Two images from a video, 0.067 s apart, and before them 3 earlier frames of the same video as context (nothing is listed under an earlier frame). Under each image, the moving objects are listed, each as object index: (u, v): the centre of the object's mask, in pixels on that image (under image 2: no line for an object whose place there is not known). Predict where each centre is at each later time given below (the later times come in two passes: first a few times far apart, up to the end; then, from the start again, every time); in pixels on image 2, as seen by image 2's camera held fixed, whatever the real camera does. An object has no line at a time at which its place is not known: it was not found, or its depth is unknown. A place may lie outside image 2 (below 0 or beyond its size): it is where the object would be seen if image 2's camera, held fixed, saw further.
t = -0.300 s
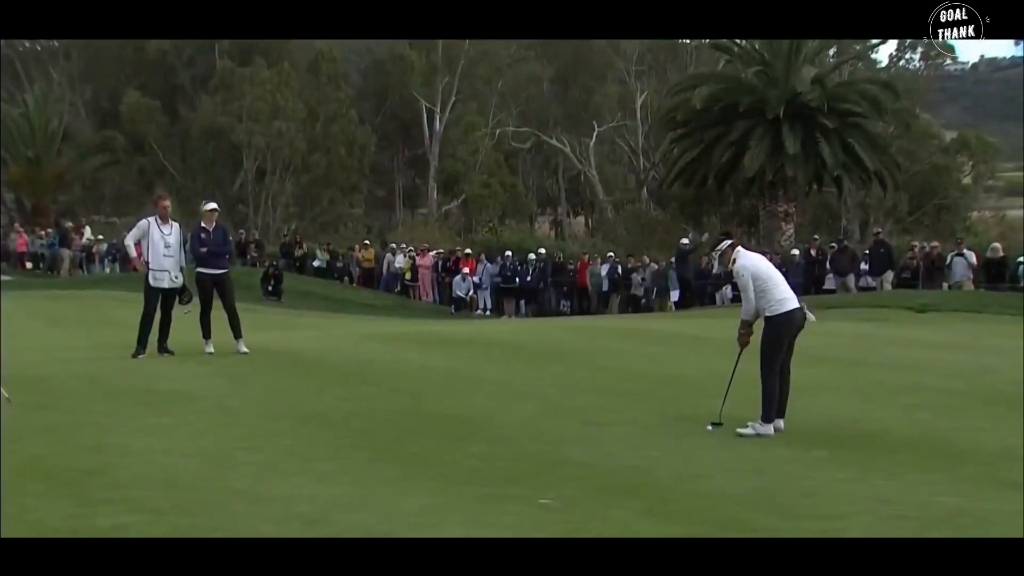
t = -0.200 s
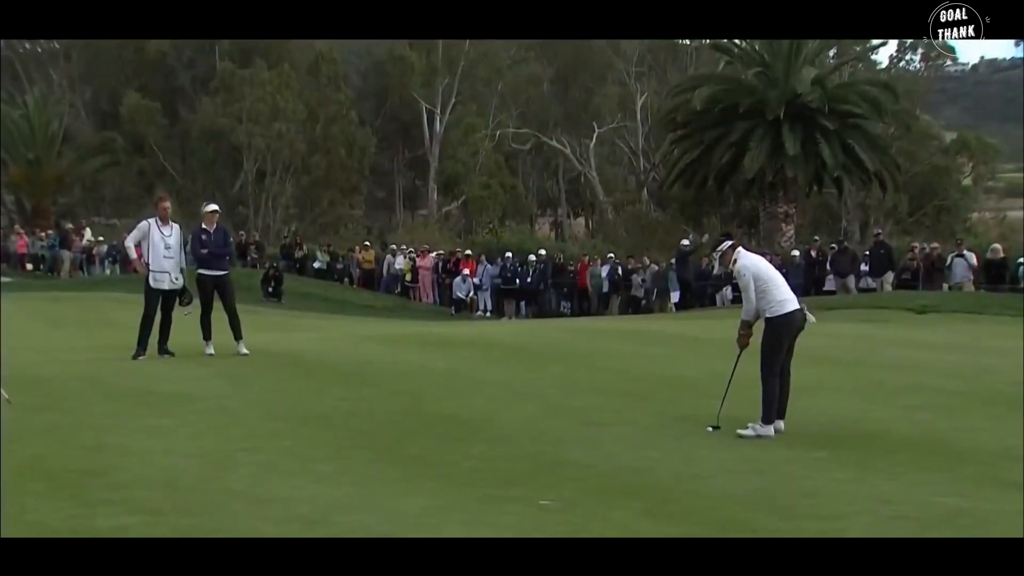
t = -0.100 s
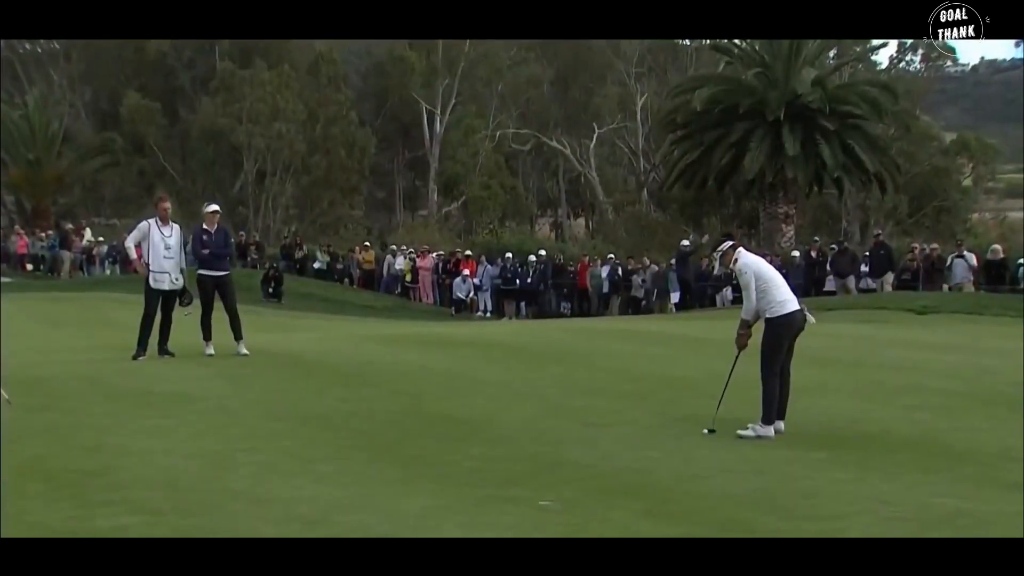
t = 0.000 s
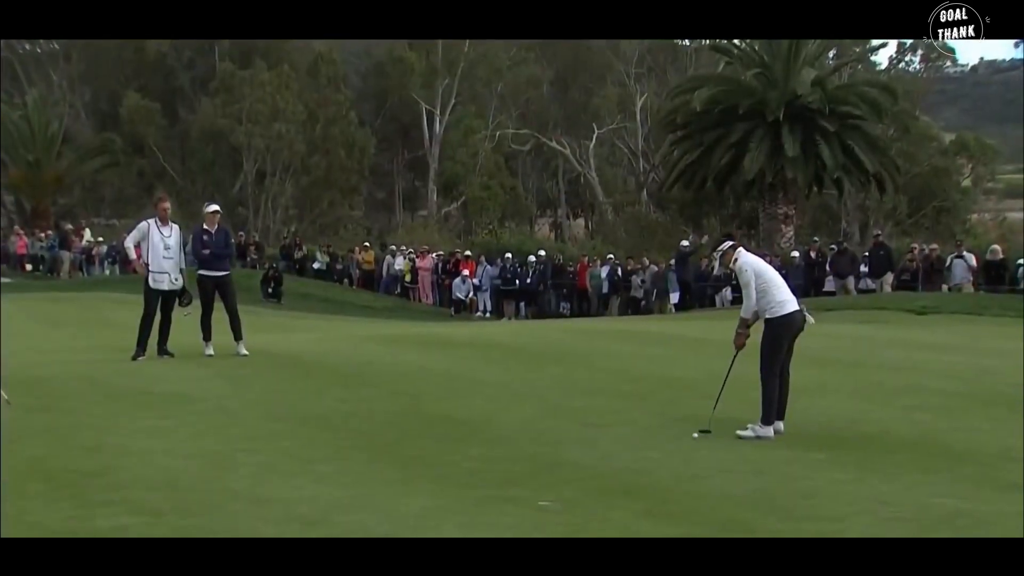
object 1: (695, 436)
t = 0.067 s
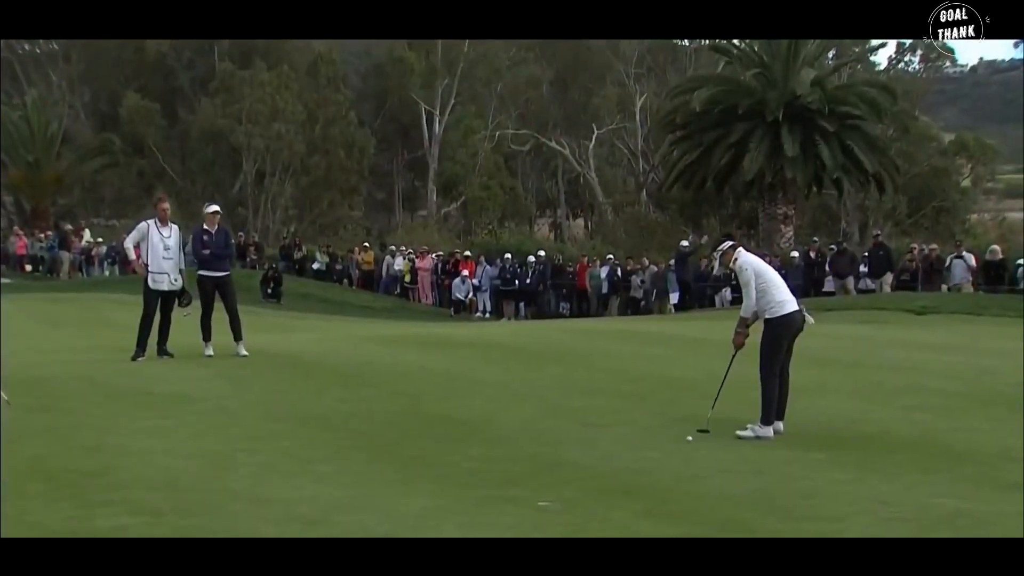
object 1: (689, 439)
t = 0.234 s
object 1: (676, 444)
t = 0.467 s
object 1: (659, 451)
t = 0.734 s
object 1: (639, 459)
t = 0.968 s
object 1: (621, 465)
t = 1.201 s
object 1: (605, 472)
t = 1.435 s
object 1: (591, 477)
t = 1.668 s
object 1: (577, 483)
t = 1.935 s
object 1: (560, 487)
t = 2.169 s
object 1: (548, 491)
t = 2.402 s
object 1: (538, 494)
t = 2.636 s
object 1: (527, 497)
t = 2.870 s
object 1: (519, 499)
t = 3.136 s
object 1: (510, 501)
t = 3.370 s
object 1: (506, 502)
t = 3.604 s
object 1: (501, 502)
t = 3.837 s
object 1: (501, 502)
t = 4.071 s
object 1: (502, 503)
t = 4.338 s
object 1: (502, 503)
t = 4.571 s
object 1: (503, 503)
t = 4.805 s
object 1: (502, 502)
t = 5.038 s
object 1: (502, 502)
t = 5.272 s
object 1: (501, 501)
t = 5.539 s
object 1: (500, 501)
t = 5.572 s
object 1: (500, 501)
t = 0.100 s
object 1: (686, 440)
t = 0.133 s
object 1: (684, 441)
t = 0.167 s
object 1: (681, 442)
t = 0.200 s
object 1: (678, 444)
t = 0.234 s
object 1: (676, 444)
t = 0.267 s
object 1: (673, 445)
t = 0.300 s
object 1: (670, 446)
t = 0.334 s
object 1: (668, 447)
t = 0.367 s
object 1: (665, 449)
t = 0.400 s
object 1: (663, 450)
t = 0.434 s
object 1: (661, 451)
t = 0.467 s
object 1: (659, 451)
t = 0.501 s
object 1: (656, 452)
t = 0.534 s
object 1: (654, 453)
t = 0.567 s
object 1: (651, 455)
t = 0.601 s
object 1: (649, 456)
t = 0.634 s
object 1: (646, 456)
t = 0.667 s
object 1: (643, 457)
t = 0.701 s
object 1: (641, 458)
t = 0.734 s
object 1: (639, 459)
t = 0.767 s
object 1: (636, 460)
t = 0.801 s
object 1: (633, 461)
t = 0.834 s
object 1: (631, 462)
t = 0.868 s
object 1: (629, 463)
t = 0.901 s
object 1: (626, 464)
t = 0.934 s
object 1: (624, 465)
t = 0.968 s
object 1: (621, 465)
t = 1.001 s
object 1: (619, 466)
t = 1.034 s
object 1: (617, 467)
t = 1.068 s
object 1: (614, 468)
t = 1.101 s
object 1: (612, 469)
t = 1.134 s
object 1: (610, 470)
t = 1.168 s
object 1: (607, 471)
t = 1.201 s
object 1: (605, 472)
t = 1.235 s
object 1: (603, 473)
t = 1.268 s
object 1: (601, 474)
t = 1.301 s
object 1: (600, 474)
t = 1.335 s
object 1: (597, 475)
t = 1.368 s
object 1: (596, 476)
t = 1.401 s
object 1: (593, 476)
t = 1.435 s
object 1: (591, 477)
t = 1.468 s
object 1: (590, 478)
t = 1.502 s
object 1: (588, 478)
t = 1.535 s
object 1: (586, 479)
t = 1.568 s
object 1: (583, 480)
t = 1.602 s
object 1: (581, 481)
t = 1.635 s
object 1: (579, 482)
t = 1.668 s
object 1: (577, 483)
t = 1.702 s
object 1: (575, 483)
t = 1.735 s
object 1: (573, 484)
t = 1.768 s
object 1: (571, 485)
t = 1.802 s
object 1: (569, 485)
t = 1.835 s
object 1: (566, 486)
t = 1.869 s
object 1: (564, 486)
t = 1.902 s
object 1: (562, 487)
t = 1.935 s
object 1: (560, 487)
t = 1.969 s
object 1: (558, 488)
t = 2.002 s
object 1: (556, 489)
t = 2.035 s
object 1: (555, 489)
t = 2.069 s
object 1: (553, 490)
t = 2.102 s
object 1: (552, 490)
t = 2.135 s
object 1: (550, 491)
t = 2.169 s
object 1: (548, 491)
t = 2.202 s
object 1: (547, 492)
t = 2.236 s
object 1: (545, 492)
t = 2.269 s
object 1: (544, 492)
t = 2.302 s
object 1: (542, 493)
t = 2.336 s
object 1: (541, 493)
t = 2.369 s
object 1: (539, 494)
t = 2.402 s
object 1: (538, 494)
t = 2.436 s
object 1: (536, 495)
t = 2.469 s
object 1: (535, 495)
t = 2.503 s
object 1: (533, 496)
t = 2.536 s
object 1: (531, 496)
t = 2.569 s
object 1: (530, 496)
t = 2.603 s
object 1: (529, 496)
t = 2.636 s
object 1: (527, 497)
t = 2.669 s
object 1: (526, 497)
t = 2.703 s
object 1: (525, 497)
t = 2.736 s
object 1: (524, 497)
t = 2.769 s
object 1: (522, 498)
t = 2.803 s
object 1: (521, 498)
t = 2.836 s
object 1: (520, 499)
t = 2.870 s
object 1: (519, 499)
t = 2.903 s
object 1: (518, 499)
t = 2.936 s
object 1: (517, 499)
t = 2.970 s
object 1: (516, 499)
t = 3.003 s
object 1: (515, 500)
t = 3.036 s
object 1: (514, 500)
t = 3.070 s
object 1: (512, 500)
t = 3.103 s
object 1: (511, 501)
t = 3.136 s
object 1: (510, 501)
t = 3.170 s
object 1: (510, 501)
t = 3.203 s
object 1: (508, 501)
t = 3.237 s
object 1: (508, 501)
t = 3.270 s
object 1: (507, 501)
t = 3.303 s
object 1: (507, 501)
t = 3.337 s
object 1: (506, 501)
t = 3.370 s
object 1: (506, 502)
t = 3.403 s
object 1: (505, 502)
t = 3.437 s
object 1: (504, 502)
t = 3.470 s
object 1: (504, 502)
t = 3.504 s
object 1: (503, 502)
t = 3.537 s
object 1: (503, 502)
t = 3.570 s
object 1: (502, 502)
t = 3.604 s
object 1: (501, 502)
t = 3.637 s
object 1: (501, 502)
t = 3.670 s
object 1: (501, 502)
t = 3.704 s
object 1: (500, 502)
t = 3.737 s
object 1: (500, 503)
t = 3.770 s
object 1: (500, 503)
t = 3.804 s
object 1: (501, 503)
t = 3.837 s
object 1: (501, 502)
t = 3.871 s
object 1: (501, 503)
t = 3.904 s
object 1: (501, 503)
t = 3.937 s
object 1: (502, 503)
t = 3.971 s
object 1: (502, 502)
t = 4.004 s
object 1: (502, 502)
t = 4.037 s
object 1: (502, 503)
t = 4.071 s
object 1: (502, 503)
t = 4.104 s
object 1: (502, 503)
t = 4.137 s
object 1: (502, 503)
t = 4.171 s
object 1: (502, 503)
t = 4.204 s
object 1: (502, 503)
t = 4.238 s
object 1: (502, 502)
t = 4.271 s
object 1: (502, 503)
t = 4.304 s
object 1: (502, 503)
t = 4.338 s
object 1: (502, 503)
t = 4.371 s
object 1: (502, 503)
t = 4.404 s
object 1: (502, 503)
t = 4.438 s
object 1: (502, 503)
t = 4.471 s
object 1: (502, 503)
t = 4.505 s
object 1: (502, 503)
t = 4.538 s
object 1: (503, 503)
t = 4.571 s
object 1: (503, 503)
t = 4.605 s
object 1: (503, 503)
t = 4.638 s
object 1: (503, 502)
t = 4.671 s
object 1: (503, 503)
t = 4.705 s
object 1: (502, 503)
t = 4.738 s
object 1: (502, 502)
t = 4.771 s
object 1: (502, 503)
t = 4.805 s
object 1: (502, 502)
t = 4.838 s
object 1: (502, 502)
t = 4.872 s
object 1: (502, 502)
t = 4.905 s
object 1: (502, 502)
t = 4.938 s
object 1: (502, 502)
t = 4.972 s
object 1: (502, 502)
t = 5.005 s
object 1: (502, 502)
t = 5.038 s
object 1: (502, 502)
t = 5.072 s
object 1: (501, 502)
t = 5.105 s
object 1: (501, 502)
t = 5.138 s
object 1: (502, 502)
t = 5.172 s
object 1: (501, 502)
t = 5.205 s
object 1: (501, 502)
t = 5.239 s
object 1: (501, 502)
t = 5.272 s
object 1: (501, 501)
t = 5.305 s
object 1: (500, 501)
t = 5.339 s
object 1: (500, 501)
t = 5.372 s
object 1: (500, 501)
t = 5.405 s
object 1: (500, 501)
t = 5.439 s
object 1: (500, 501)
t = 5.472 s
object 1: (500, 501)
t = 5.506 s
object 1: (500, 501)
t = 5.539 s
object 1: (500, 501)
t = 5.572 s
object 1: (500, 501)
